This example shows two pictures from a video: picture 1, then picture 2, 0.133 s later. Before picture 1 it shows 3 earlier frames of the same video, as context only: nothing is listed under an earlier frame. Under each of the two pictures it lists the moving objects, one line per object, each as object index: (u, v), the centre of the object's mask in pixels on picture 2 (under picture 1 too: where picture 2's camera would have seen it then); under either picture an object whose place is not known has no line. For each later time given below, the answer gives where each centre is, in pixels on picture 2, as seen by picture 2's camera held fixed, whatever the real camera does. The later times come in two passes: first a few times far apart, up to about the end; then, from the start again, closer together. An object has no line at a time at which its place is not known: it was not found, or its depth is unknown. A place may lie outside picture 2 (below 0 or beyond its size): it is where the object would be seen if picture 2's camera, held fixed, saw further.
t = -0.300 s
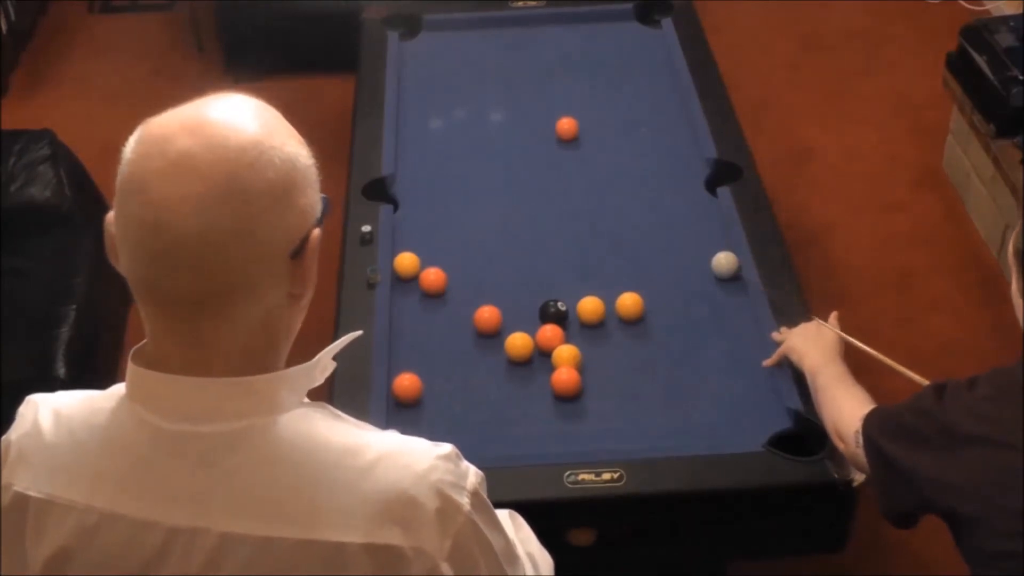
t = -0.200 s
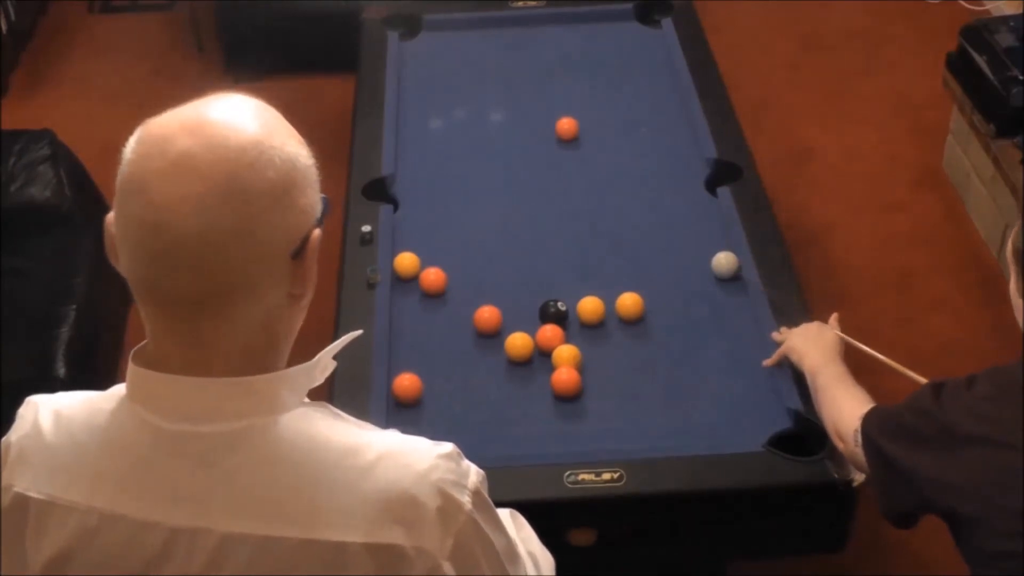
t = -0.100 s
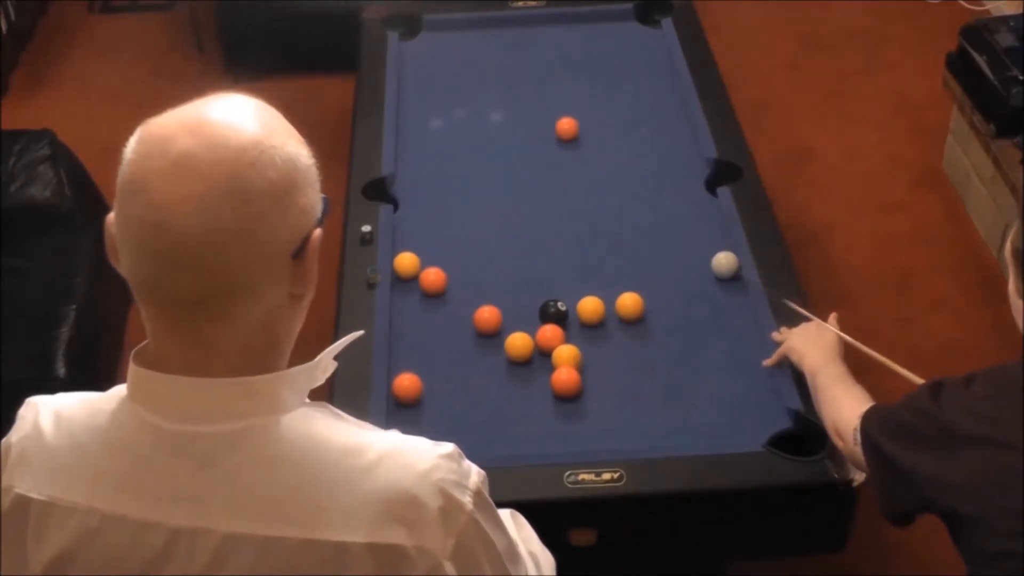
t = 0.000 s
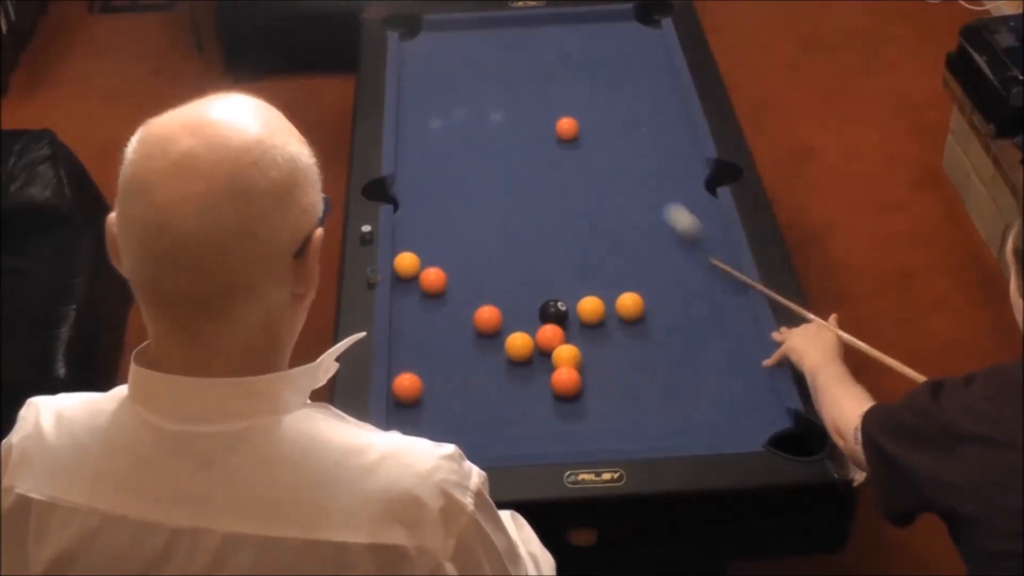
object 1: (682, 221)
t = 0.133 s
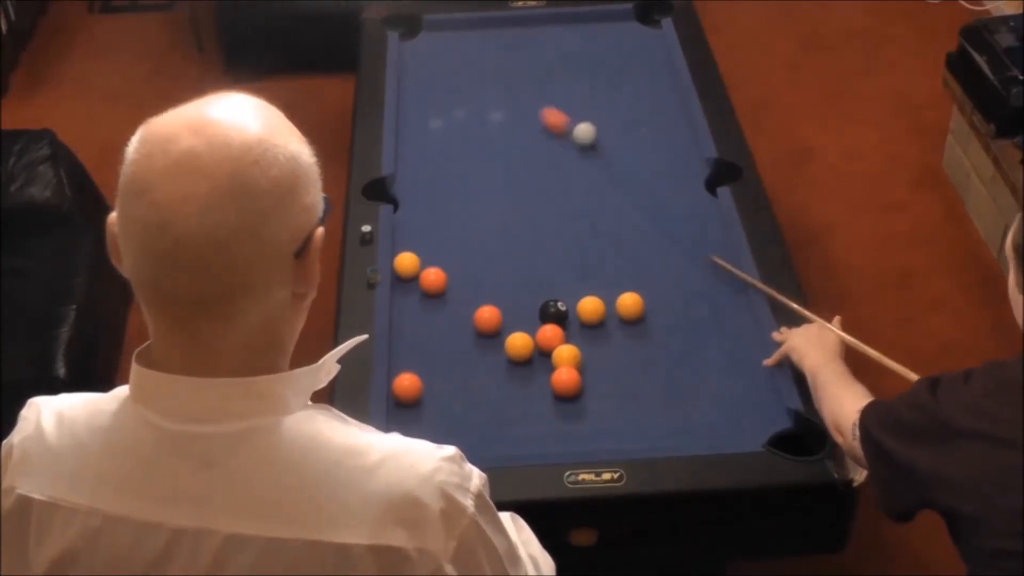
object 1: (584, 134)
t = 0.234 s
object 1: (593, 123)
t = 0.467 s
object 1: (600, 96)
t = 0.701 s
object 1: (607, 70)
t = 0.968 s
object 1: (615, 45)
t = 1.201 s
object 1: (621, 28)
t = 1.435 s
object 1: (628, 17)
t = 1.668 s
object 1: (633, 23)
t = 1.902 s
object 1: (639, 28)
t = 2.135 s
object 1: (644, 32)
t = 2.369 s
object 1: (650, 36)
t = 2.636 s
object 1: (654, 38)
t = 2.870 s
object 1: (654, 39)
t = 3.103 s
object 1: (654, 40)
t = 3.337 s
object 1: (654, 40)
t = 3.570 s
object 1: (654, 40)
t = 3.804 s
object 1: (655, 40)
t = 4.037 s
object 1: (655, 40)
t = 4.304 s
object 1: (654, 40)
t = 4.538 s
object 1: (654, 40)
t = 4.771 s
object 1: (654, 40)
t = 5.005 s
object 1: (654, 40)
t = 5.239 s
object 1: (654, 40)
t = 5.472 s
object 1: (655, 40)
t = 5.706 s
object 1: (655, 40)
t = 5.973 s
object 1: (654, 40)
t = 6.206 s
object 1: (654, 40)
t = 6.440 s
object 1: (654, 40)
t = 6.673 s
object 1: (654, 40)
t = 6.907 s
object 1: (654, 40)
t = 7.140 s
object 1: (654, 40)
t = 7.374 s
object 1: (654, 40)
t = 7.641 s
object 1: (654, 40)
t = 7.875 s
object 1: (654, 40)
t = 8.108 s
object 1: (654, 40)
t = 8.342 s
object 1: (654, 40)
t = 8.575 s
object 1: (654, 40)
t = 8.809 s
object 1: (654, 40)
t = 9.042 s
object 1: (654, 40)
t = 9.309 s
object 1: (654, 40)
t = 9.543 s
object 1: (654, 40)
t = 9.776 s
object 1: (654, 40)
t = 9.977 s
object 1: (654, 40)
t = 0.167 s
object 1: (590, 130)
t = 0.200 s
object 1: (593, 125)
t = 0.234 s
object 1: (593, 123)
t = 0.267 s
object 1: (594, 118)
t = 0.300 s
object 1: (596, 113)
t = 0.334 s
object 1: (596, 111)
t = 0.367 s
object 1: (597, 106)
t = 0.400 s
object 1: (598, 102)
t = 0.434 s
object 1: (599, 100)
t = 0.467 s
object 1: (600, 96)
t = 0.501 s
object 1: (602, 91)
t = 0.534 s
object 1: (602, 89)
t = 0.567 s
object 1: (604, 81)
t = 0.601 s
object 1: (605, 79)
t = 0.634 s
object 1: (606, 75)
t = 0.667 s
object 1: (607, 72)
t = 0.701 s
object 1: (607, 70)
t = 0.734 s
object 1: (609, 66)
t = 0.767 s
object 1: (610, 62)
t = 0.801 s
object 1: (610, 60)
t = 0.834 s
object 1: (612, 57)
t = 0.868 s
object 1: (612, 54)
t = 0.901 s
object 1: (613, 52)
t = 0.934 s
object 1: (614, 49)
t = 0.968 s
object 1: (615, 45)
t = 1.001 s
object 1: (616, 44)
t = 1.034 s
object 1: (617, 40)
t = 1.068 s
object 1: (618, 37)
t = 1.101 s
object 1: (619, 36)
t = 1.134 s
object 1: (620, 33)
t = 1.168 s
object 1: (621, 30)
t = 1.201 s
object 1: (621, 28)
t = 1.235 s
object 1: (623, 26)
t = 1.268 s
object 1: (624, 23)
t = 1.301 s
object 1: (625, 21)
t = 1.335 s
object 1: (626, 19)
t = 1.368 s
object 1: (627, 16)
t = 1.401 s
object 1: (628, 16)
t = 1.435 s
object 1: (628, 17)
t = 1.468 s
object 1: (629, 18)
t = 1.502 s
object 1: (630, 19)
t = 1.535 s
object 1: (631, 20)
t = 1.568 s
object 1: (631, 21)
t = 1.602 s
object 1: (632, 21)
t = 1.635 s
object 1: (633, 22)
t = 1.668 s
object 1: (633, 23)
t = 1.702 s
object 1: (634, 24)
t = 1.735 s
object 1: (635, 25)
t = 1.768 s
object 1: (636, 26)
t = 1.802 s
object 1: (636, 26)
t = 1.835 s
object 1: (637, 27)
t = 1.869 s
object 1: (638, 27)
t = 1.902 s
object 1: (639, 28)
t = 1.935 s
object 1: (640, 29)
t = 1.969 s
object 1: (641, 30)
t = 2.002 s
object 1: (641, 30)
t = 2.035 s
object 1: (642, 30)
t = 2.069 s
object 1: (643, 31)
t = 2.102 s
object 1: (643, 31)
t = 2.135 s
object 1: (644, 32)
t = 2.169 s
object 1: (645, 33)
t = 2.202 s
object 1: (646, 33)
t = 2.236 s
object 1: (646, 34)
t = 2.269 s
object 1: (647, 35)
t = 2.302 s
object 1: (649, 35)
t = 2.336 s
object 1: (649, 35)
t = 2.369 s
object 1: (650, 36)
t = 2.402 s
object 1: (651, 36)
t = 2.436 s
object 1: (651, 36)
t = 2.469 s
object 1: (652, 37)
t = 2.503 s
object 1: (654, 37)
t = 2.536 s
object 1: (654, 38)
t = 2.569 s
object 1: (654, 38)
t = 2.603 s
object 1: (654, 38)
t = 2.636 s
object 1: (654, 38)
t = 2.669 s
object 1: (654, 38)
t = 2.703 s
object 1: (654, 39)
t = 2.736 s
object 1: (654, 39)
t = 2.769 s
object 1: (654, 39)
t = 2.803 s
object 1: (654, 39)
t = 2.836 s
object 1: (654, 39)
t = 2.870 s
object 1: (654, 39)
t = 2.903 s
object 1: (654, 39)
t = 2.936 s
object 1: (654, 40)
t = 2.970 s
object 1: (654, 40)
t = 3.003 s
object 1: (654, 40)
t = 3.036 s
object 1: (654, 40)
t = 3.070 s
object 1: (654, 40)
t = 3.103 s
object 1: (654, 40)
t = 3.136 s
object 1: (654, 40)
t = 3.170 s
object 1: (655, 40)
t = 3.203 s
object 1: (655, 40)
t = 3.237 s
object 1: (654, 40)
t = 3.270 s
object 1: (654, 40)
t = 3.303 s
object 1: (654, 40)
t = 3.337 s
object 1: (654, 40)
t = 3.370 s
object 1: (654, 40)
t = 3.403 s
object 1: (654, 40)
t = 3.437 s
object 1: (654, 40)
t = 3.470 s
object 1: (654, 40)
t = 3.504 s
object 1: (654, 40)
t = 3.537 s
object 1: (654, 40)
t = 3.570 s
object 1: (654, 40)
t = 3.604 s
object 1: (654, 40)
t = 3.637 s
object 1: (654, 40)
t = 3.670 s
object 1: (654, 40)
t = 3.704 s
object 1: (654, 40)
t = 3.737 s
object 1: (654, 40)
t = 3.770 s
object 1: (655, 40)
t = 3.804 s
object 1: (655, 40)
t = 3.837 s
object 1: (655, 40)
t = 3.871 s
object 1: (655, 40)
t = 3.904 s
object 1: (655, 40)
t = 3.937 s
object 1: (655, 40)
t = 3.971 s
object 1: (655, 40)
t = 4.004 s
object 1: (655, 40)
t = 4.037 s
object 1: (655, 40)
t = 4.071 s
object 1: (655, 40)
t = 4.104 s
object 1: (655, 40)
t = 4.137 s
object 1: (655, 40)
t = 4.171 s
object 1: (655, 40)
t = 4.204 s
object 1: (655, 40)
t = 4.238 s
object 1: (654, 40)
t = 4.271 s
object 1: (654, 40)
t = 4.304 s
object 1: (654, 40)
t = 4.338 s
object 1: (654, 40)
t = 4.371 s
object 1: (654, 40)
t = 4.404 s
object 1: (654, 40)
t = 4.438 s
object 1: (654, 40)
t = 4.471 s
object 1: (654, 40)
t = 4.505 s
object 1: (654, 40)
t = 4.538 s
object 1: (654, 40)
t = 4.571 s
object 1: (654, 40)
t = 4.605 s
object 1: (654, 40)
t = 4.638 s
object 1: (654, 40)
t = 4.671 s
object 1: (654, 40)
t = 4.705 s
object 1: (654, 40)
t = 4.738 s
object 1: (654, 40)
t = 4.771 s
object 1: (654, 40)
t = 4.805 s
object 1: (654, 40)
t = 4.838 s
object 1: (654, 40)
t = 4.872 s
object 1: (654, 40)
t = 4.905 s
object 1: (654, 40)
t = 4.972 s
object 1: (654, 40)
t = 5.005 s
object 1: (654, 40)
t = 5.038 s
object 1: (654, 40)
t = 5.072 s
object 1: (654, 40)
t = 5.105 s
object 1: (654, 40)
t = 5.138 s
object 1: (654, 40)
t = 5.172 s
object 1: (654, 40)
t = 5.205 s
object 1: (654, 40)
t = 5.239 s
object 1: (654, 40)
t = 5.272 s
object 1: (654, 40)
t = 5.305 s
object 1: (654, 40)
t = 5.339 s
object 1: (654, 40)
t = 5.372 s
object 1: (654, 40)
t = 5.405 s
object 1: (654, 40)
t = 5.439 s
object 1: (654, 40)
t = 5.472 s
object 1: (655, 40)
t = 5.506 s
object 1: (655, 40)
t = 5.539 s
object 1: (655, 40)
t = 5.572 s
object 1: (655, 40)
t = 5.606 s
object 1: (655, 40)
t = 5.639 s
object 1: (655, 40)
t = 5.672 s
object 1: (655, 40)
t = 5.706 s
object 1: (655, 40)
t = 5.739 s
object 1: (655, 40)
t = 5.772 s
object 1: (655, 40)
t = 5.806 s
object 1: (655, 40)
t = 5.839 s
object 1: (655, 40)
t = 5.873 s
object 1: (655, 40)
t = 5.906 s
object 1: (655, 40)
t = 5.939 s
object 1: (654, 40)
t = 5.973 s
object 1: (654, 40)
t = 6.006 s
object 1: (654, 40)
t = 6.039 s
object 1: (654, 40)
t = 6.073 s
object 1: (654, 40)
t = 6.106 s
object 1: (654, 40)
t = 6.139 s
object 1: (654, 40)
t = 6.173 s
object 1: (654, 40)
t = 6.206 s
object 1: (654, 40)
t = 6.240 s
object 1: (654, 40)
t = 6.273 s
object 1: (654, 40)
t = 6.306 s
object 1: (654, 40)
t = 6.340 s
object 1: (654, 40)
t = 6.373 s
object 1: (654, 40)
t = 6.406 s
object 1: (654, 40)
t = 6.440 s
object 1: (654, 40)
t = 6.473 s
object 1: (654, 40)
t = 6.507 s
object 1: (654, 40)
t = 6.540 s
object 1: (654, 40)
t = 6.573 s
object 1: (654, 40)
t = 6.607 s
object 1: (654, 40)
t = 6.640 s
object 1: (654, 40)
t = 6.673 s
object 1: (654, 40)
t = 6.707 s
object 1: (654, 40)
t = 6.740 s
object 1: (654, 40)
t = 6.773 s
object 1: (654, 40)
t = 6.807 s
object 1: (654, 40)
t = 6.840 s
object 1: (654, 40)
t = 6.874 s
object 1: (654, 40)
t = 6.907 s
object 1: (654, 40)
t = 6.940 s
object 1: (654, 40)
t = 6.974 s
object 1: (654, 40)
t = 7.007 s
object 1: (654, 40)
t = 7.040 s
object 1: (654, 40)
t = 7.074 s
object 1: (654, 40)
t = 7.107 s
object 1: (654, 40)
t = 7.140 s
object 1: (654, 40)
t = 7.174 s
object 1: (654, 40)
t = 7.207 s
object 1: (654, 40)
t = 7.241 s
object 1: (654, 40)
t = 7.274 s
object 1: (654, 40)
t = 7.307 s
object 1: (654, 40)
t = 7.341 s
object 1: (654, 40)
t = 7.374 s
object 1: (654, 40)
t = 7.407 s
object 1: (654, 40)
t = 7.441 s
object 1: (654, 40)
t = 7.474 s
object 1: (654, 40)
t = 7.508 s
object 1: (654, 40)
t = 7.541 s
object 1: (654, 40)
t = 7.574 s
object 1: (654, 40)
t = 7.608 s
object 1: (654, 40)
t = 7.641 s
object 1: (654, 40)
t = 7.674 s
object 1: (654, 40)
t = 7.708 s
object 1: (654, 40)
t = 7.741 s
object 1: (654, 40)
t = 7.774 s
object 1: (654, 40)
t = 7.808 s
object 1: (654, 40)
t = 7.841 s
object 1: (654, 40)
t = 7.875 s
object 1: (654, 40)
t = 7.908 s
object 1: (654, 40)
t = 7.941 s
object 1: (654, 40)
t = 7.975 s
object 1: (654, 40)
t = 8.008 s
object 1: (654, 40)
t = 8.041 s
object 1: (654, 40)
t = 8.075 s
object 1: (654, 40)
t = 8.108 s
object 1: (654, 40)
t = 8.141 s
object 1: (654, 40)
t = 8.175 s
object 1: (654, 40)
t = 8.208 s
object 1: (654, 40)
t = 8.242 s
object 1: (654, 40)
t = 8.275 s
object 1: (654, 40)
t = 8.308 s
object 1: (654, 40)
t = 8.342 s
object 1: (654, 40)
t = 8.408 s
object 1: (654, 40)
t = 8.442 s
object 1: (654, 40)
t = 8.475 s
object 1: (654, 40)
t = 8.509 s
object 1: (654, 40)
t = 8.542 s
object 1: (654, 40)
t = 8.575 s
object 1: (654, 40)
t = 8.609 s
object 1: (654, 40)
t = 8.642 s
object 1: (654, 40)
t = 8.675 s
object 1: (654, 40)
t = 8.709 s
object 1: (654, 40)
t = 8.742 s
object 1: (654, 40)
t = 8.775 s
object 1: (654, 40)
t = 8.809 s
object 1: (654, 40)
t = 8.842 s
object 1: (654, 40)
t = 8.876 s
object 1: (654, 40)
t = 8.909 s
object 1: (654, 40)
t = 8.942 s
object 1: (654, 40)
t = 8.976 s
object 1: (654, 40)
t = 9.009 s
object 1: (654, 40)
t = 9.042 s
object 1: (654, 40)
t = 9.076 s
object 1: (654, 40)
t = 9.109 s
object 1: (654, 40)
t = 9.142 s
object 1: (654, 40)
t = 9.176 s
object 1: (654, 40)
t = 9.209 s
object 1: (654, 40)
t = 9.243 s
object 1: (654, 40)
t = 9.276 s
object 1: (654, 40)
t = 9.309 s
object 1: (654, 40)
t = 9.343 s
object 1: (654, 40)
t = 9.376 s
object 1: (654, 40)
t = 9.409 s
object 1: (654, 40)
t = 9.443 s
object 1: (654, 40)
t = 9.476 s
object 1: (654, 40)
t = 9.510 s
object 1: (654, 40)
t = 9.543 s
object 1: (654, 40)
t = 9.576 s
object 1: (654, 40)
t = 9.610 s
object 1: (654, 40)
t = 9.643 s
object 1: (654, 40)
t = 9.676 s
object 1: (654, 40)
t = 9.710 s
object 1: (654, 40)
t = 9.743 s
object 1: (654, 40)
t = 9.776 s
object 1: (654, 40)
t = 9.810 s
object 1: (654, 40)
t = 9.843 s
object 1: (654, 40)
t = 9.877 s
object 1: (654, 40)
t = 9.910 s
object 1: (654, 40)
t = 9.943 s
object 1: (654, 40)
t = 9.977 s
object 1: (654, 40)
